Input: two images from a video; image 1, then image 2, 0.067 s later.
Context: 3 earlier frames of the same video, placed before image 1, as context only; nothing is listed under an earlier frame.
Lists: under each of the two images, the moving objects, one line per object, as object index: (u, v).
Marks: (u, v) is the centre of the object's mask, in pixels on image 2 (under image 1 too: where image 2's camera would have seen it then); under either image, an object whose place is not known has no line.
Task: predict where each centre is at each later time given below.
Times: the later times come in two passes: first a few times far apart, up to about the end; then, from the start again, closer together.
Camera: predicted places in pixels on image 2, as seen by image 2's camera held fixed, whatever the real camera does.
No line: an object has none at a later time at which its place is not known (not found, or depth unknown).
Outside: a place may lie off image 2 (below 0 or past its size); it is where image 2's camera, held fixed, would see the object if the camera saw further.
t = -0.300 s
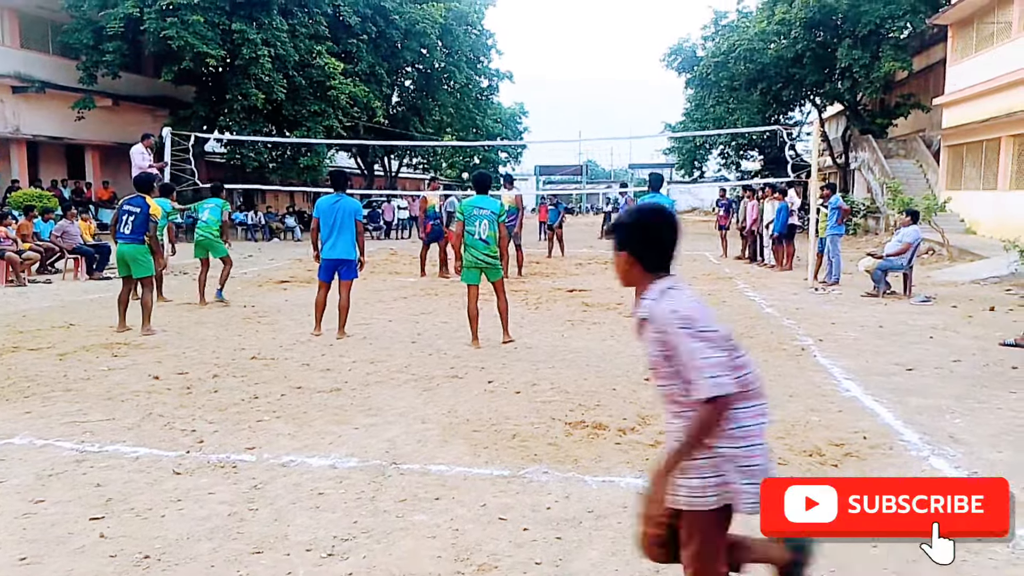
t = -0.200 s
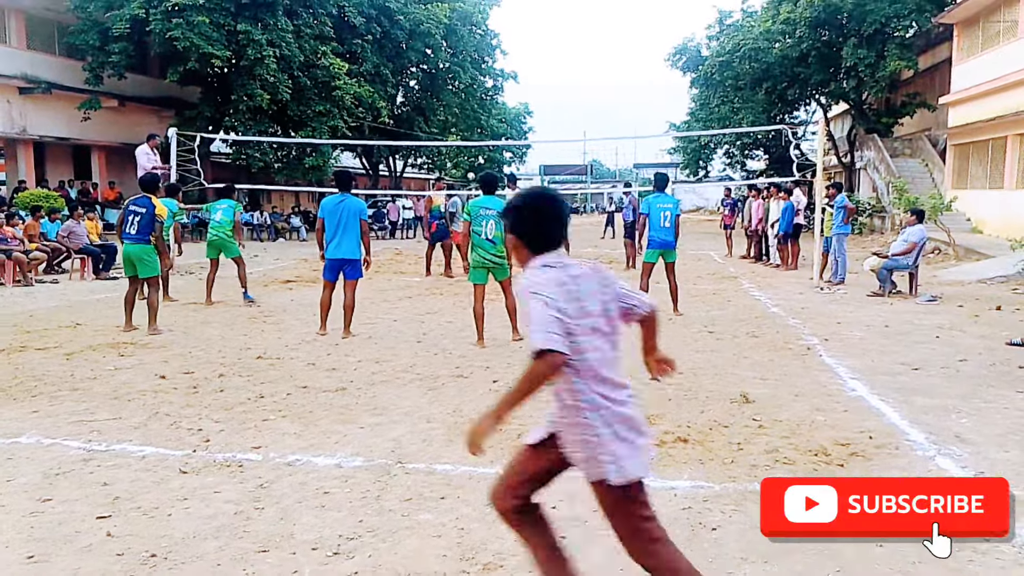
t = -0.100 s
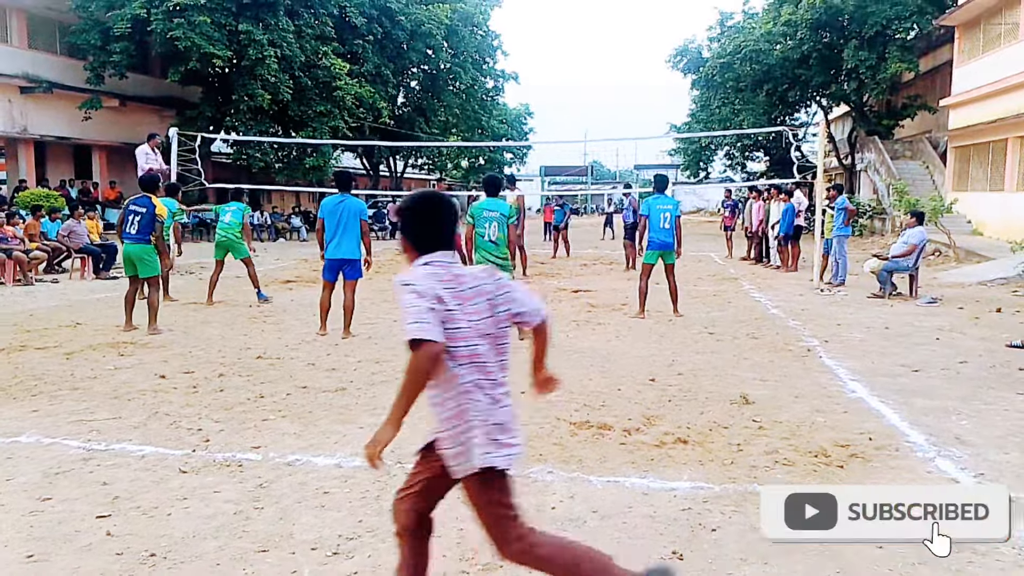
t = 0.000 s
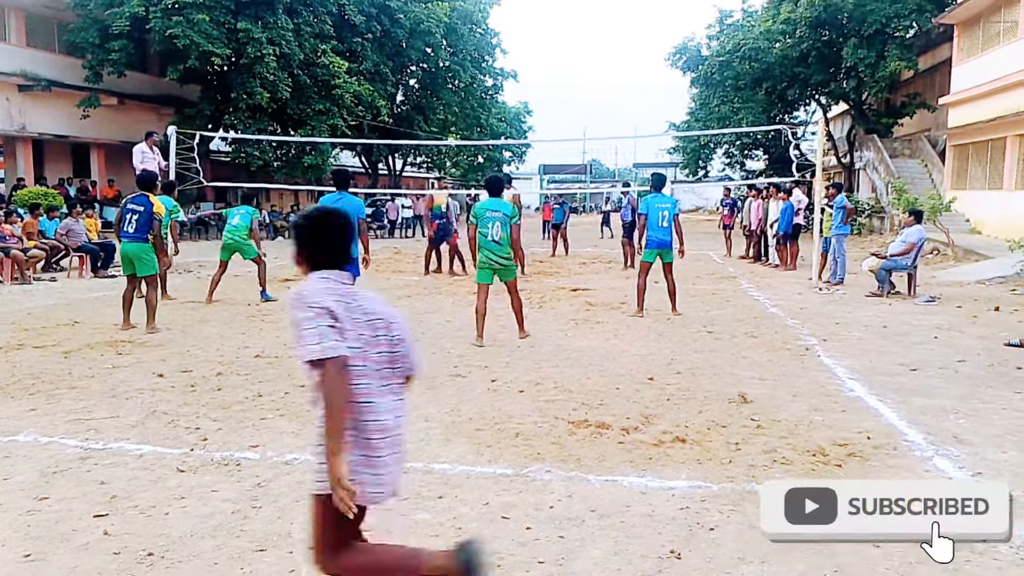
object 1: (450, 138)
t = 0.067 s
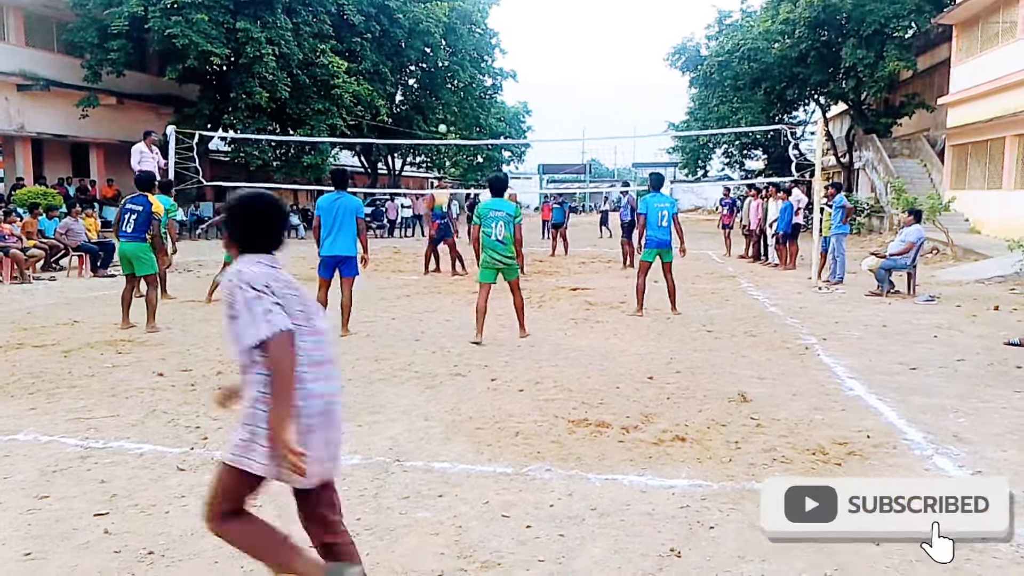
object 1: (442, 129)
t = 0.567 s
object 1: (345, 60)
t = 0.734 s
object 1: (293, 60)
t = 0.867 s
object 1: (243, 75)
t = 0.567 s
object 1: (345, 60)
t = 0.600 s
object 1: (336, 59)
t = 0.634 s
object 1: (325, 58)
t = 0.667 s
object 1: (315, 58)
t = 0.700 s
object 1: (304, 59)
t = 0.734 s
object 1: (293, 60)
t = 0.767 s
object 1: (281, 63)
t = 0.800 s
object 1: (269, 66)
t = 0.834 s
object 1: (257, 70)
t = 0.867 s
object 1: (243, 75)
